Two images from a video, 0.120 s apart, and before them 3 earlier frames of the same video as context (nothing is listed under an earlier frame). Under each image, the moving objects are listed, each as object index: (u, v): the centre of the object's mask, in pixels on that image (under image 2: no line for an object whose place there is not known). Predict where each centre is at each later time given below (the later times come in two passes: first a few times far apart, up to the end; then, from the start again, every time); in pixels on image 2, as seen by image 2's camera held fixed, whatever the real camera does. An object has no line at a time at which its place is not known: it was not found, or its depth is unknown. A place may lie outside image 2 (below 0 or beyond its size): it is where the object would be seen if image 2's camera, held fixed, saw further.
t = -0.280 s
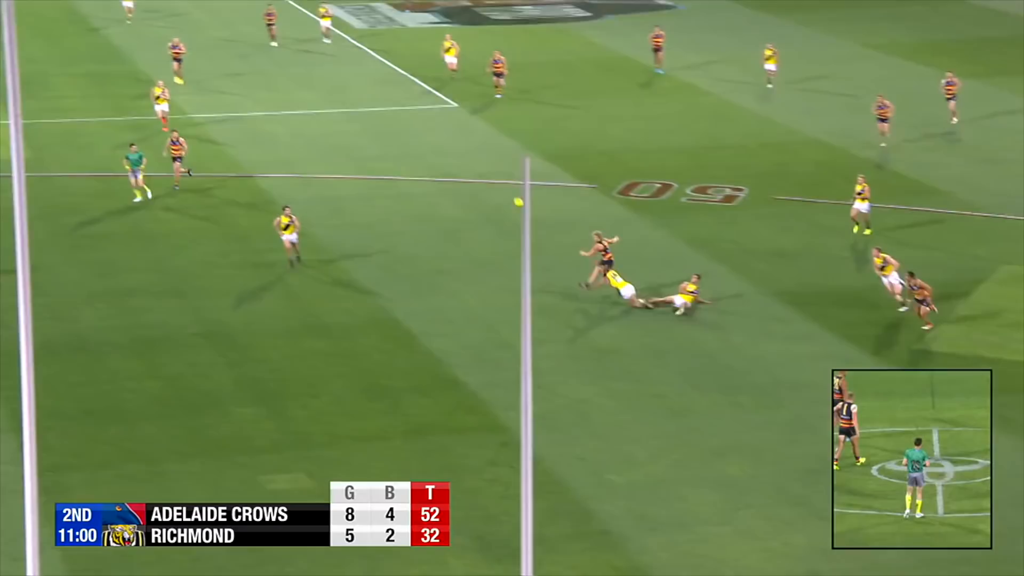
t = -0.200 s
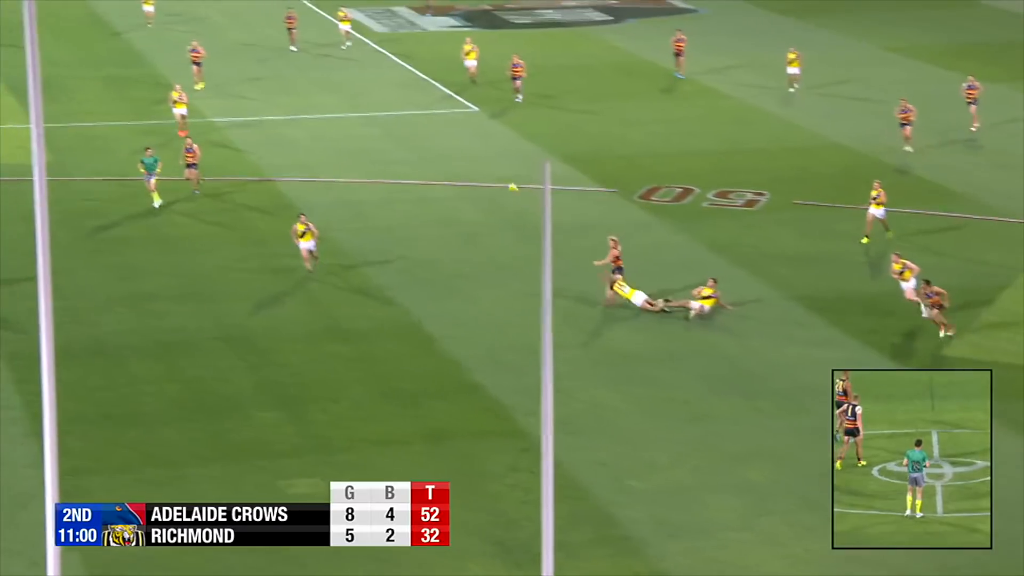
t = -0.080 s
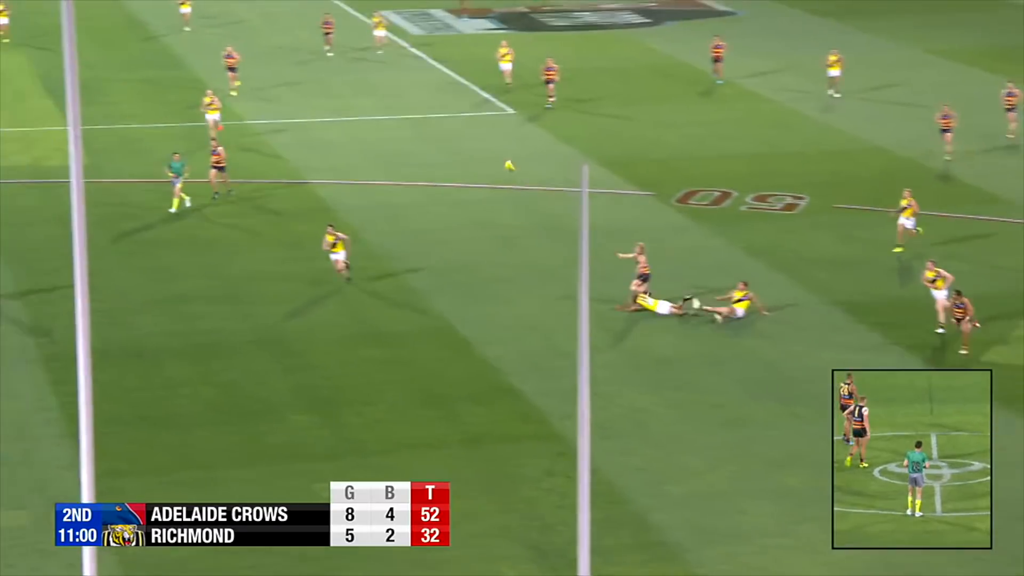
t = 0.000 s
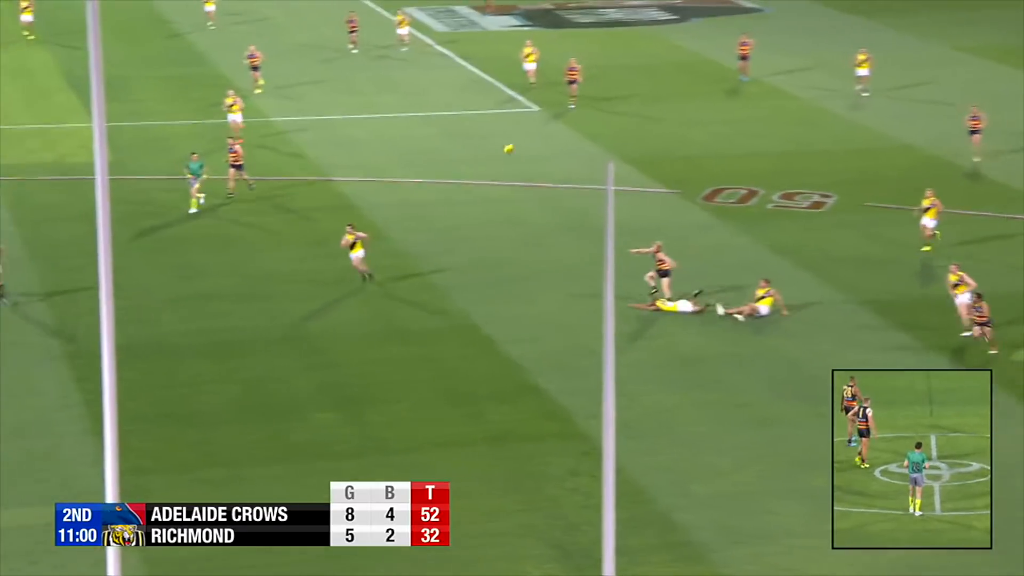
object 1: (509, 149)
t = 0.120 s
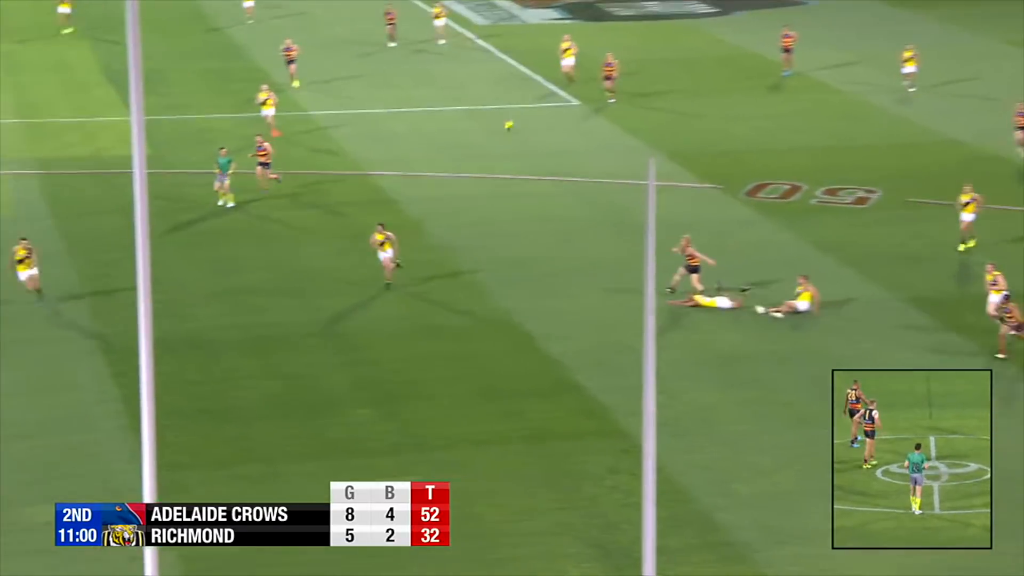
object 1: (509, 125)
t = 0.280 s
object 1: (458, 109)
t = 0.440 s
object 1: (407, 102)
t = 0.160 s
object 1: (496, 121)
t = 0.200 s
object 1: (483, 116)
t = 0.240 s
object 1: (471, 112)
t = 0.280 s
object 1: (458, 109)
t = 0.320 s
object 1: (445, 106)
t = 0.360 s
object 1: (433, 104)
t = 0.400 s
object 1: (420, 103)
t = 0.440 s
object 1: (407, 102)
